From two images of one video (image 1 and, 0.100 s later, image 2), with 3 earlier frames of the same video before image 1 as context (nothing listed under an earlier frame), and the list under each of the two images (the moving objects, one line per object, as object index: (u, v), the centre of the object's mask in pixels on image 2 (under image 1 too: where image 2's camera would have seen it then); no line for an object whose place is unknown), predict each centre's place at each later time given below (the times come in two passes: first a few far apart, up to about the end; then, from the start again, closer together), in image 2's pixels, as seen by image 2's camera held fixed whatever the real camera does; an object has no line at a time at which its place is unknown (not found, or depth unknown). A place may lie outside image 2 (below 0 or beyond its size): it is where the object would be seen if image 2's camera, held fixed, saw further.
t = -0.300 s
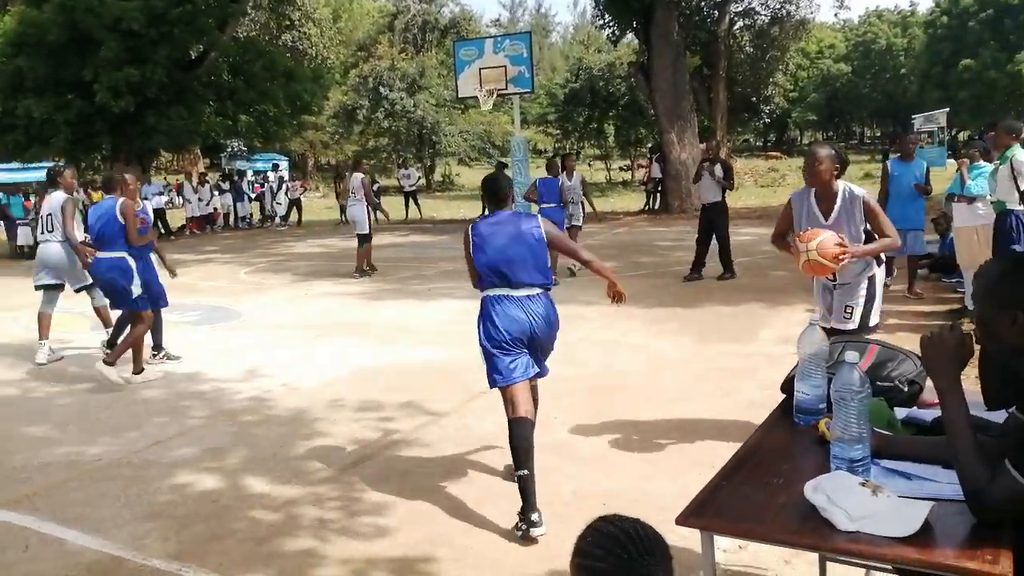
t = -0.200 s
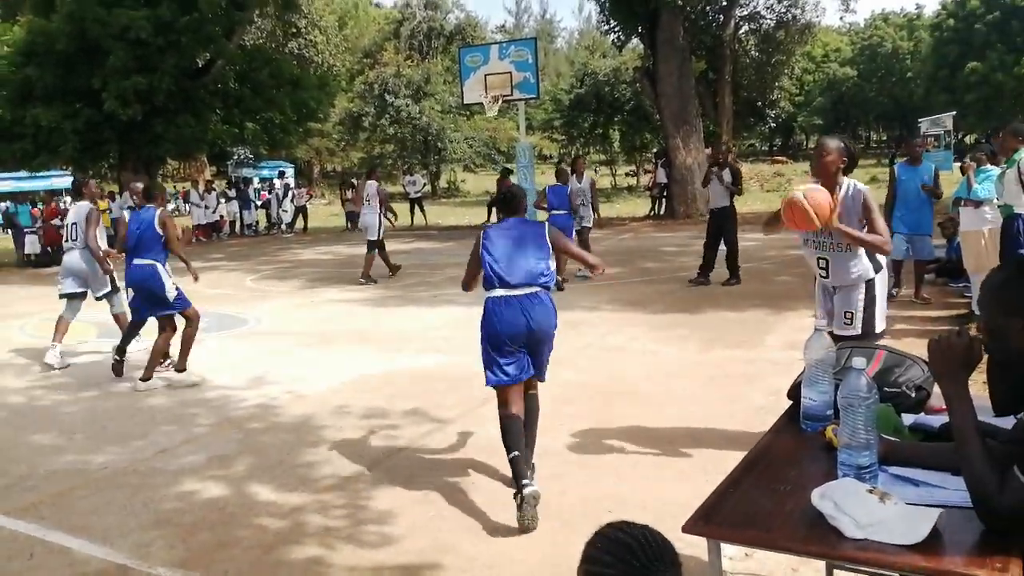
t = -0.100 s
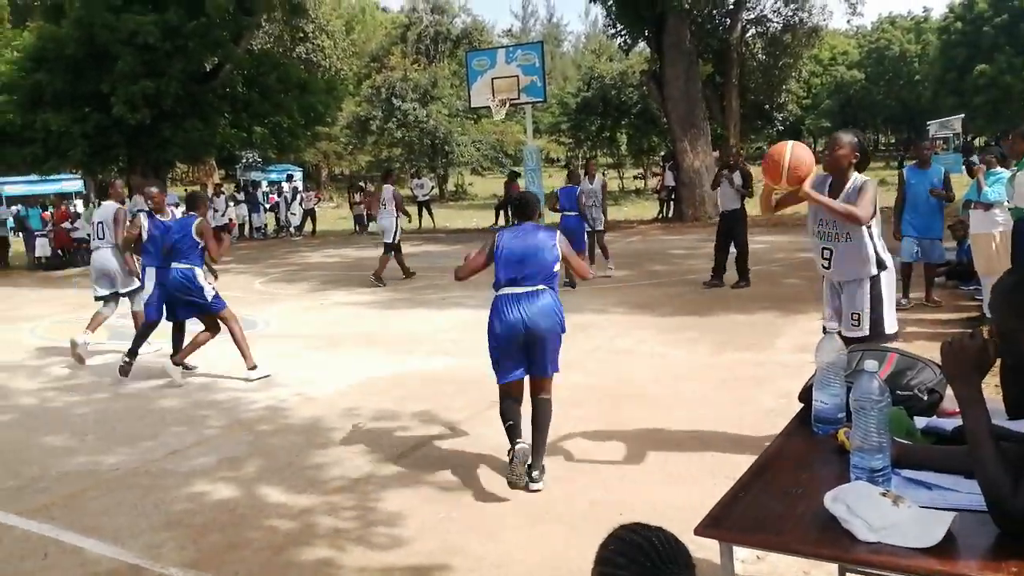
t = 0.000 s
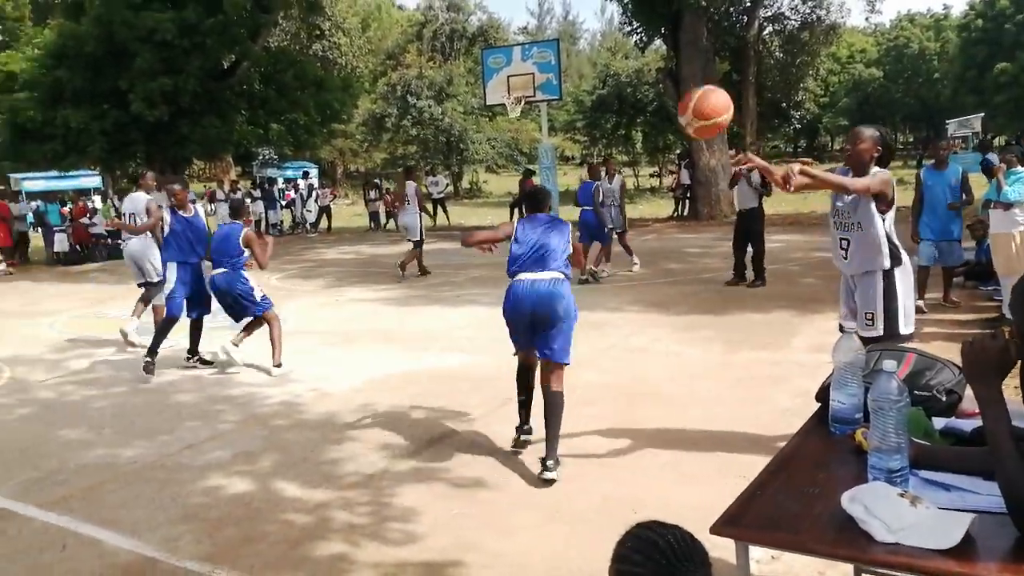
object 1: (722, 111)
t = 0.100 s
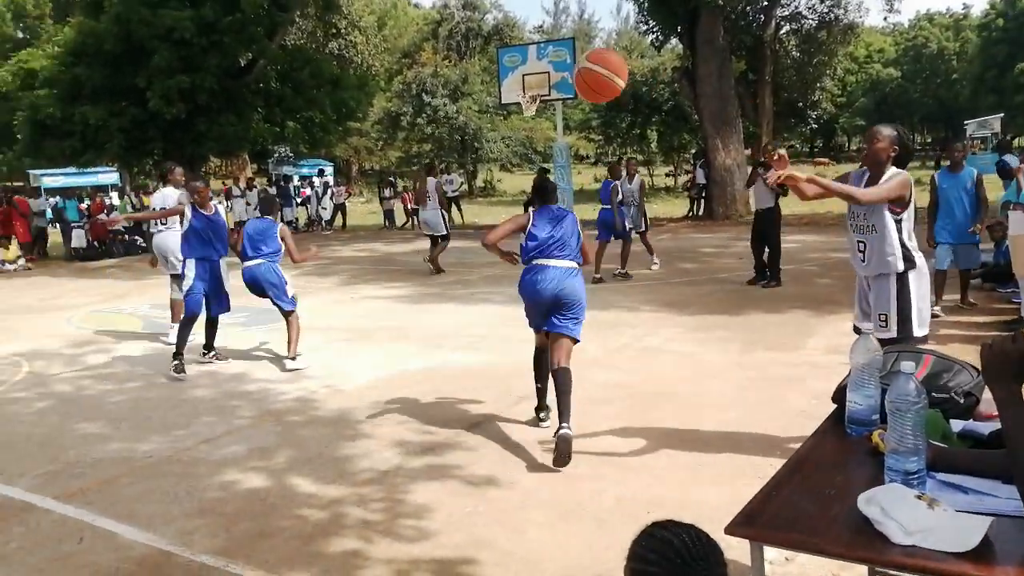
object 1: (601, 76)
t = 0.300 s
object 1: (330, 70)
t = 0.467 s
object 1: (83, 150)
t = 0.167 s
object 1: (514, 62)
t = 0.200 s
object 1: (469, 60)
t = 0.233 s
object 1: (424, 61)
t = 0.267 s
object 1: (377, 63)
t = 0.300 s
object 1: (330, 70)
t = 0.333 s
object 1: (280, 80)
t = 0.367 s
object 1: (230, 92)
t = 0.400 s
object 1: (180, 107)
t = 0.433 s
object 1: (130, 127)
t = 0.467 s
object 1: (83, 150)
